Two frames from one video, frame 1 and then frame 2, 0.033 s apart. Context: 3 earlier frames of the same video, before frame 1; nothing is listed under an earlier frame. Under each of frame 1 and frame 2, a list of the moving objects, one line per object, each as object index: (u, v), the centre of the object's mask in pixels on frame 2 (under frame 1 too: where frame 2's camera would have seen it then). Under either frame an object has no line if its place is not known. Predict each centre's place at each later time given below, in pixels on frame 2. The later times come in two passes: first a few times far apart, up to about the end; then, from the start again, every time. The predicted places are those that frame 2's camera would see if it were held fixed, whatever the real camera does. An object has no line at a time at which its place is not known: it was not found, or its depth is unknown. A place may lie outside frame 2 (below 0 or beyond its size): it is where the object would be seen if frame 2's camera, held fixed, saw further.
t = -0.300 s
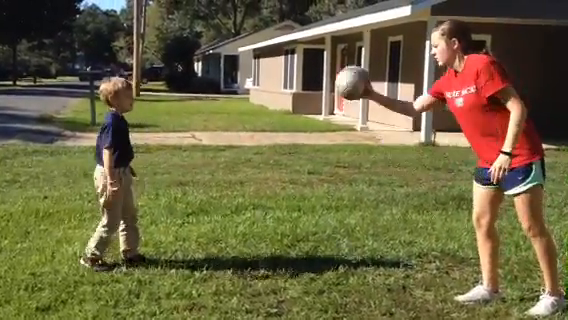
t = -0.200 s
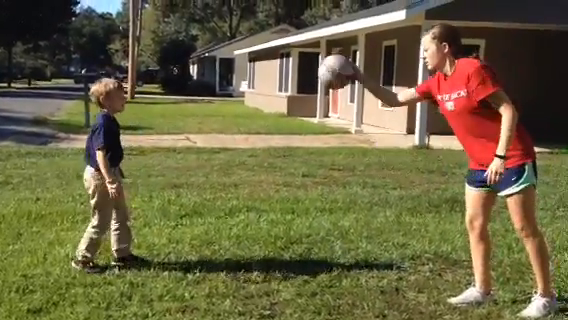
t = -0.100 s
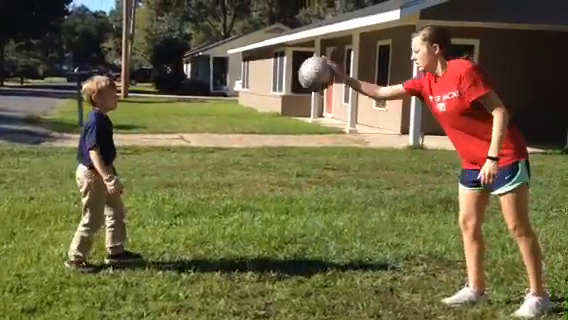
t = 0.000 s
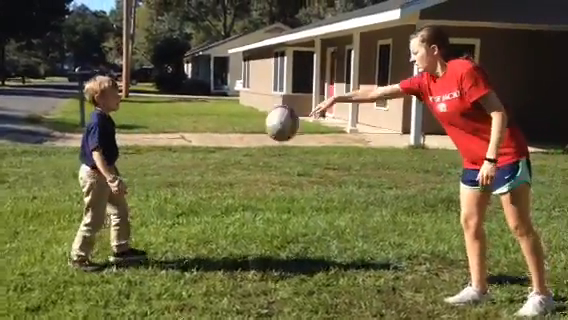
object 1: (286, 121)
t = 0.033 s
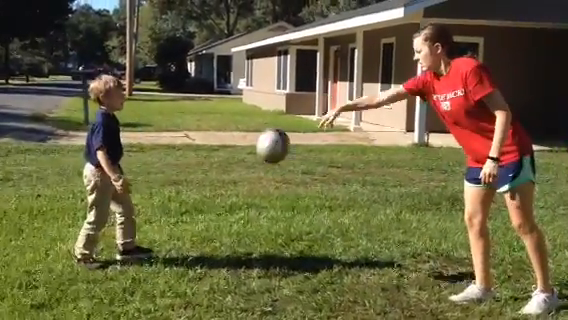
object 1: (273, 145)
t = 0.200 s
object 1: (220, 252)
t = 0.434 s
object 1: (209, 168)
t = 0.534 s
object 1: (204, 157)
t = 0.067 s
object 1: (260, 171)
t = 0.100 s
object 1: (248, 198)
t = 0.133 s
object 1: (237, 227)
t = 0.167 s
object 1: (224, 256)
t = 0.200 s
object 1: (220, 252)
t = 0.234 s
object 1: (219, 236)
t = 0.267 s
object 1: (218, 220)
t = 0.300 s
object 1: (216, 207)
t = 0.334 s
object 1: (214, 196)
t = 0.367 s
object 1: (212, 185)
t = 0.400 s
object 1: (211, 176)
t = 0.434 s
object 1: (209, 168)
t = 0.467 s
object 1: (207, 163)
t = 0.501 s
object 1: (205, 159)
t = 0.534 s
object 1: (204, 157)
